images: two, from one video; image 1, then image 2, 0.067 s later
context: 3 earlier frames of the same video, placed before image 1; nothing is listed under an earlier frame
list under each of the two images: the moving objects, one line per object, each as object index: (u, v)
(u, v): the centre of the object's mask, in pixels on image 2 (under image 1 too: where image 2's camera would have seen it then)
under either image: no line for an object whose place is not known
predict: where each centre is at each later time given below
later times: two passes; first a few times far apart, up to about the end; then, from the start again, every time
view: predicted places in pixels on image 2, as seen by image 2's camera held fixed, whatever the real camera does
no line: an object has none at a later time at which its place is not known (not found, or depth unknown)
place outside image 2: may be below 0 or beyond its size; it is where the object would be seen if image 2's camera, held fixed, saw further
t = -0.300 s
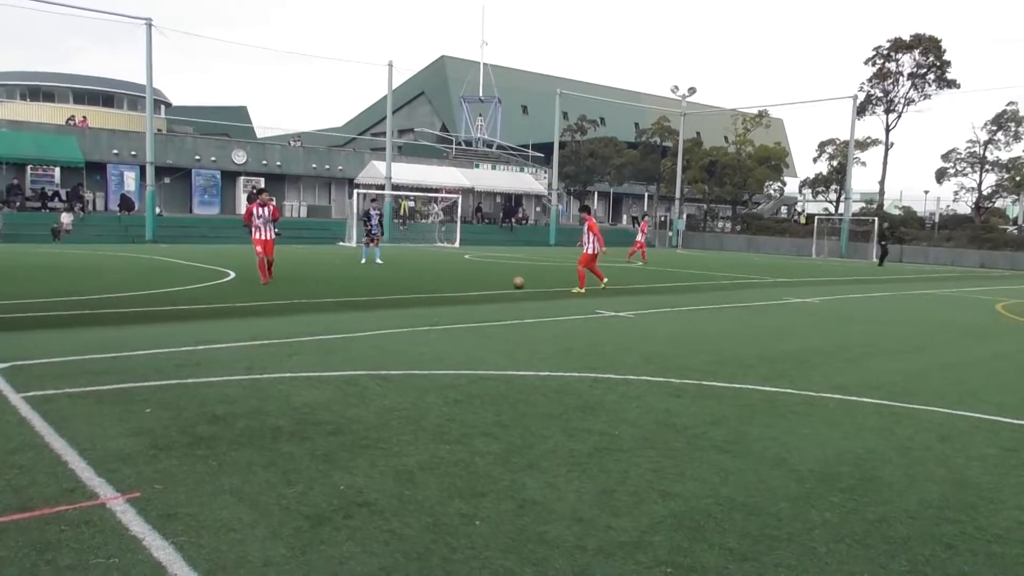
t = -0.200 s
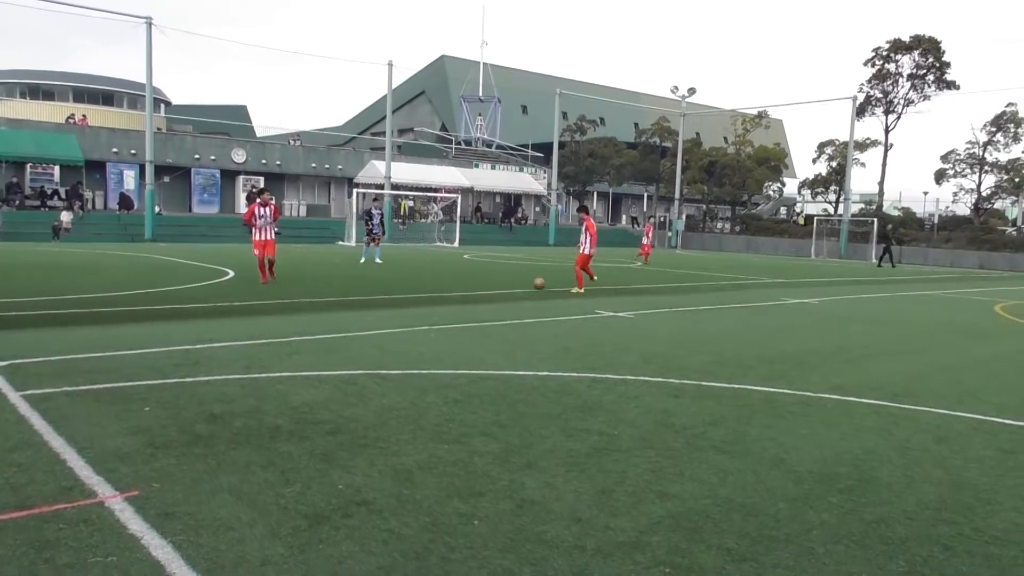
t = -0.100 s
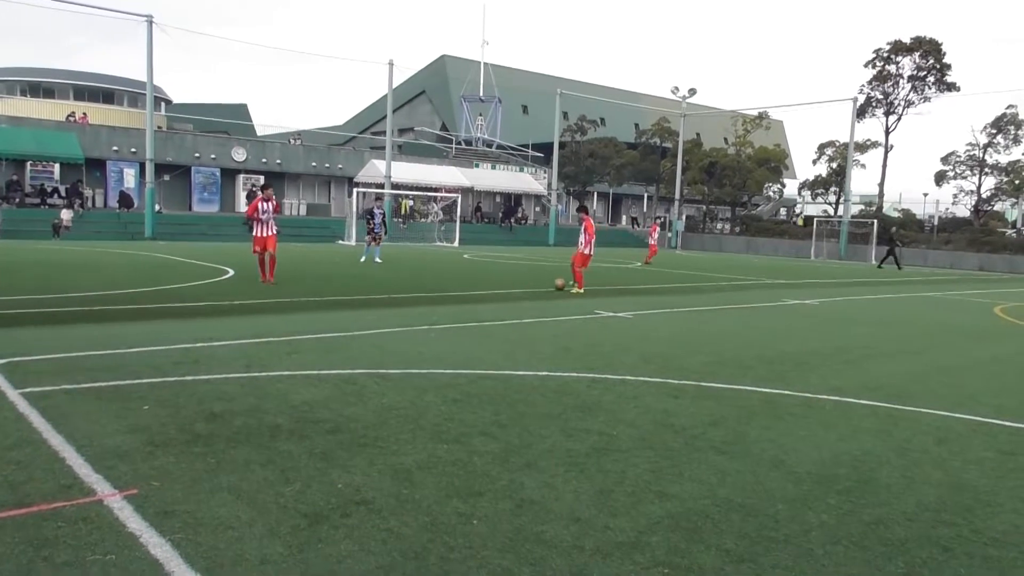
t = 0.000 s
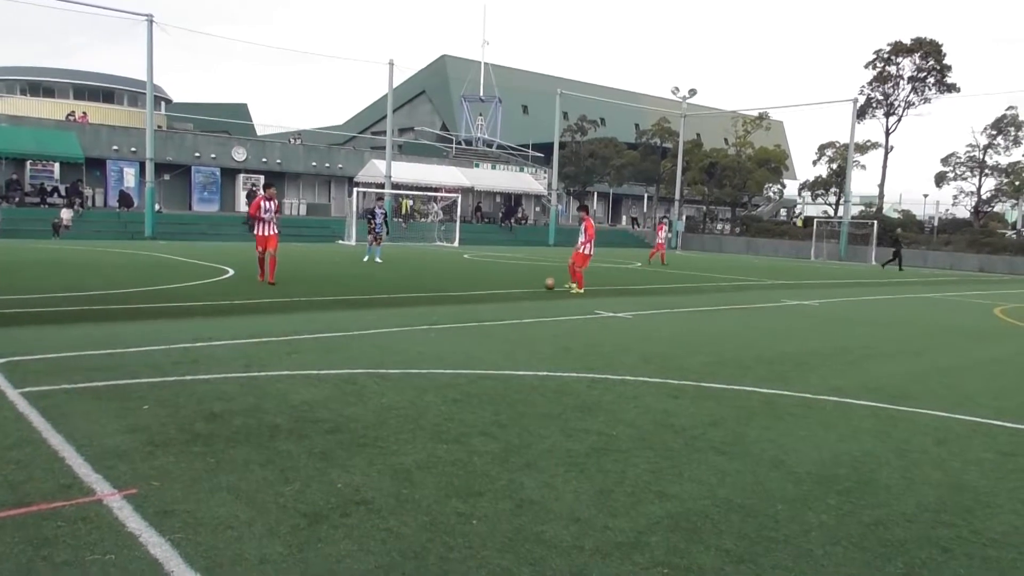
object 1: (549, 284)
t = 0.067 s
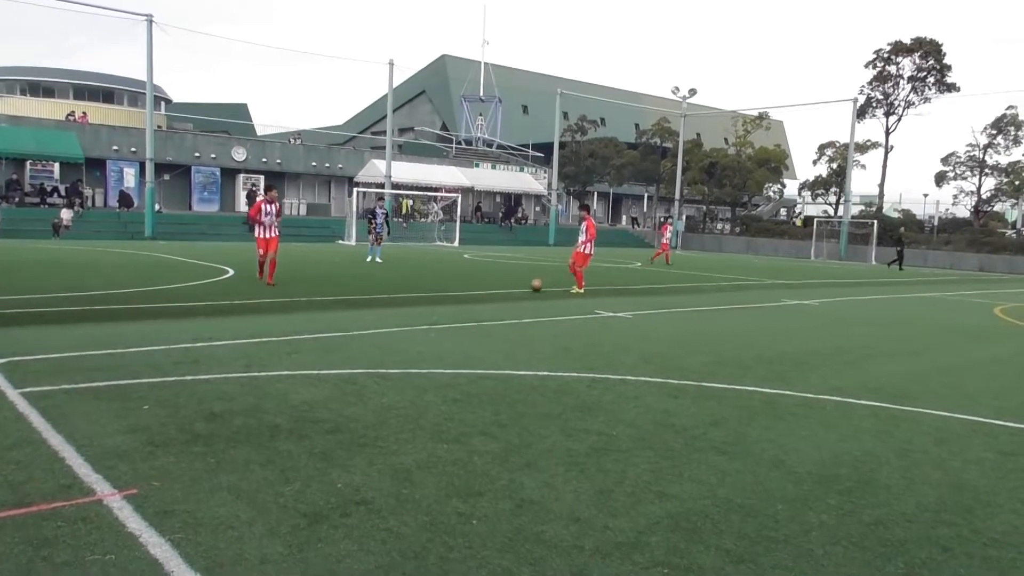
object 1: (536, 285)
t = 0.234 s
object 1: (505, 288)
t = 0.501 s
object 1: (466, 292)
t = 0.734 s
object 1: (436, 294)
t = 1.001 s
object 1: (400, 297)
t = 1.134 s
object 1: (381, 299)
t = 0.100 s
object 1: (529, 287)
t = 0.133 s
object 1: (523, 287)
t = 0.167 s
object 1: (517, 287)
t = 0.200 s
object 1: (511, 288)
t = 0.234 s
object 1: (505, 288)
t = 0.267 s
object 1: (499, 289)
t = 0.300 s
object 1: (494, 289)
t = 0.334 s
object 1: (489, 290)
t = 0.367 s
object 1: (484, 290)
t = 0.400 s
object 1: (479, 291)
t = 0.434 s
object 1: (475, 291)
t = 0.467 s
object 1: (470, 291)
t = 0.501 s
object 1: (466, 292)
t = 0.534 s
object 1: (462, 292)
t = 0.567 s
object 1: (458, 292)
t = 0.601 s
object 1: (453, 293)
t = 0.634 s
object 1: (449, 293)
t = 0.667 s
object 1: (445, 293)
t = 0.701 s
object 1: (441, 294)
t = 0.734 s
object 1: (436, 294)
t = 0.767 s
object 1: (432, 295)
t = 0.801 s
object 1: (427, 295)
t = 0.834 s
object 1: (423, 295)
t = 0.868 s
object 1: (419, 296)
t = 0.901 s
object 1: (414, 296)
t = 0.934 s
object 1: (410, 296)
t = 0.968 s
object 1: (405, 297)
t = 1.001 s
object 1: (400, 297)
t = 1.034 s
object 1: (396, 298)
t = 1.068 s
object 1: (391, 298)
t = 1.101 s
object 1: (386, 298)
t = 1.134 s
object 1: (381, 299)
